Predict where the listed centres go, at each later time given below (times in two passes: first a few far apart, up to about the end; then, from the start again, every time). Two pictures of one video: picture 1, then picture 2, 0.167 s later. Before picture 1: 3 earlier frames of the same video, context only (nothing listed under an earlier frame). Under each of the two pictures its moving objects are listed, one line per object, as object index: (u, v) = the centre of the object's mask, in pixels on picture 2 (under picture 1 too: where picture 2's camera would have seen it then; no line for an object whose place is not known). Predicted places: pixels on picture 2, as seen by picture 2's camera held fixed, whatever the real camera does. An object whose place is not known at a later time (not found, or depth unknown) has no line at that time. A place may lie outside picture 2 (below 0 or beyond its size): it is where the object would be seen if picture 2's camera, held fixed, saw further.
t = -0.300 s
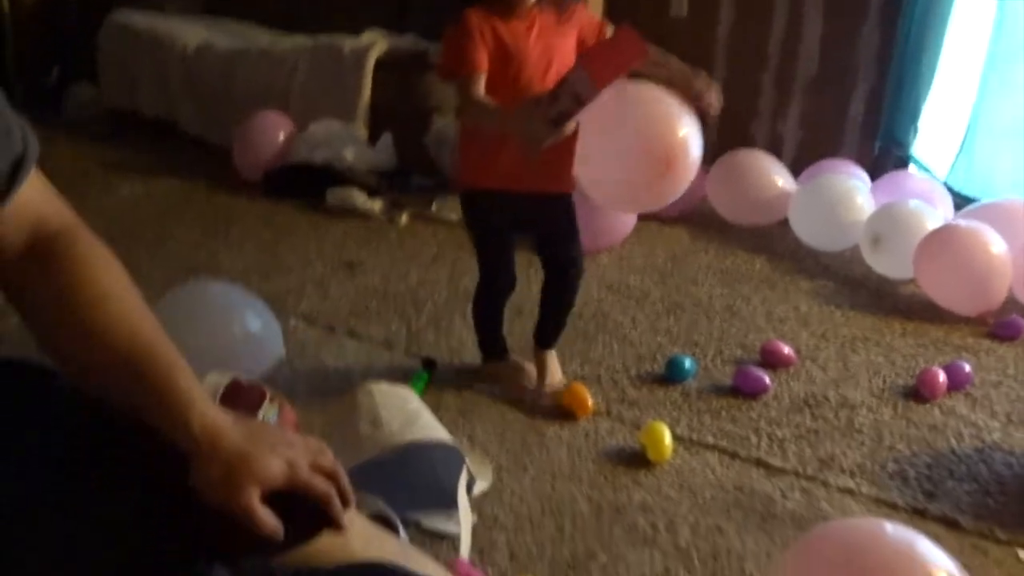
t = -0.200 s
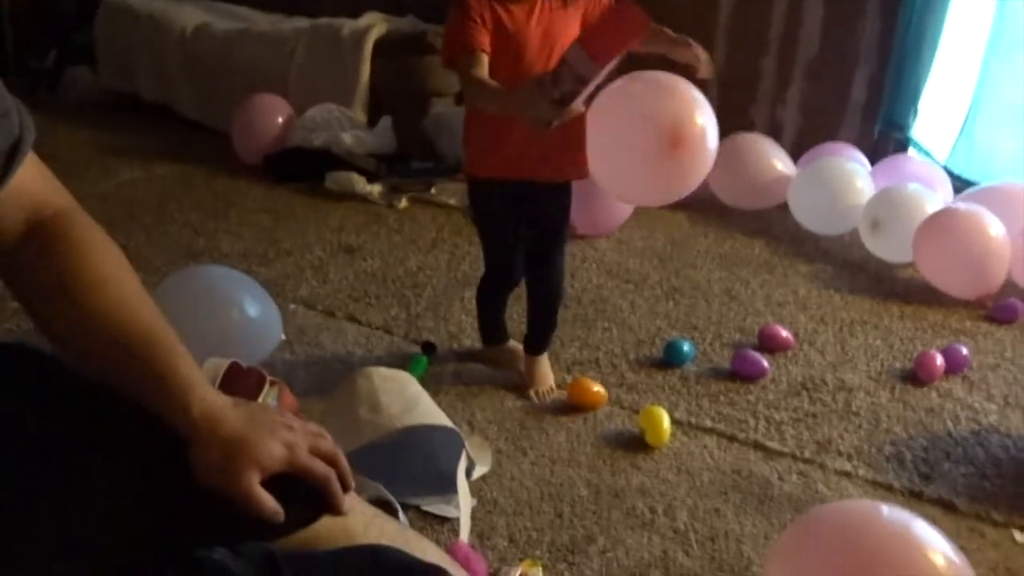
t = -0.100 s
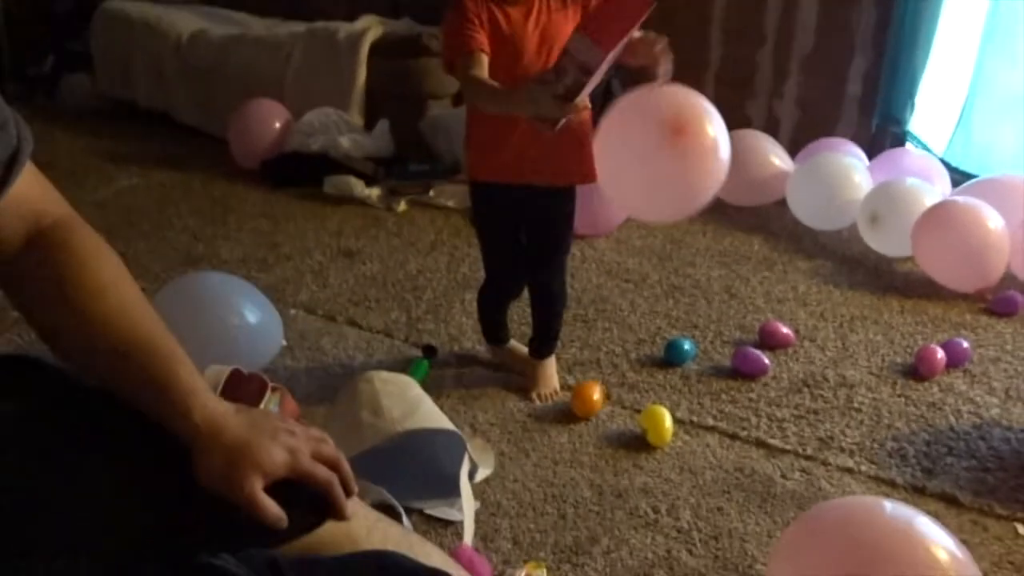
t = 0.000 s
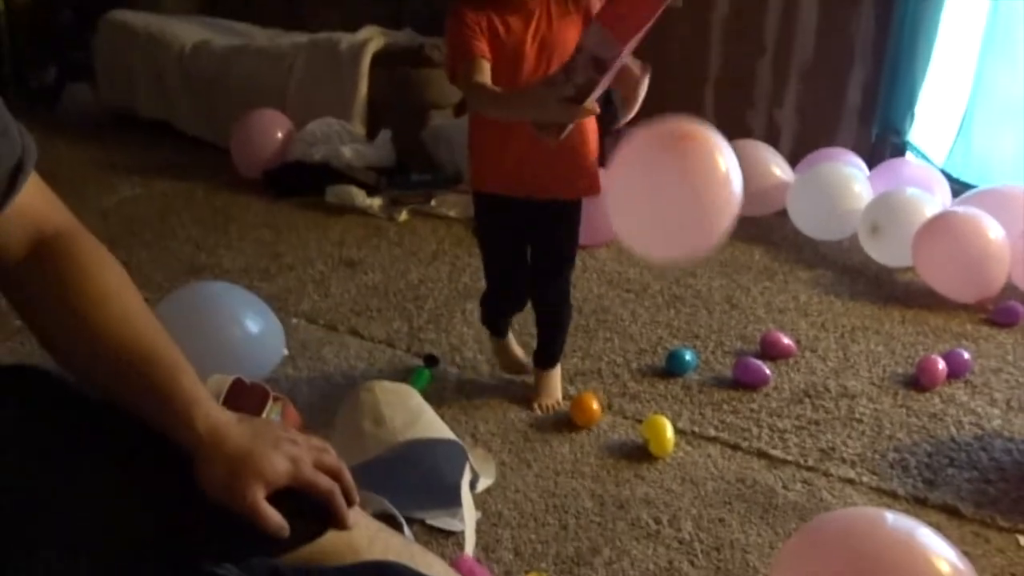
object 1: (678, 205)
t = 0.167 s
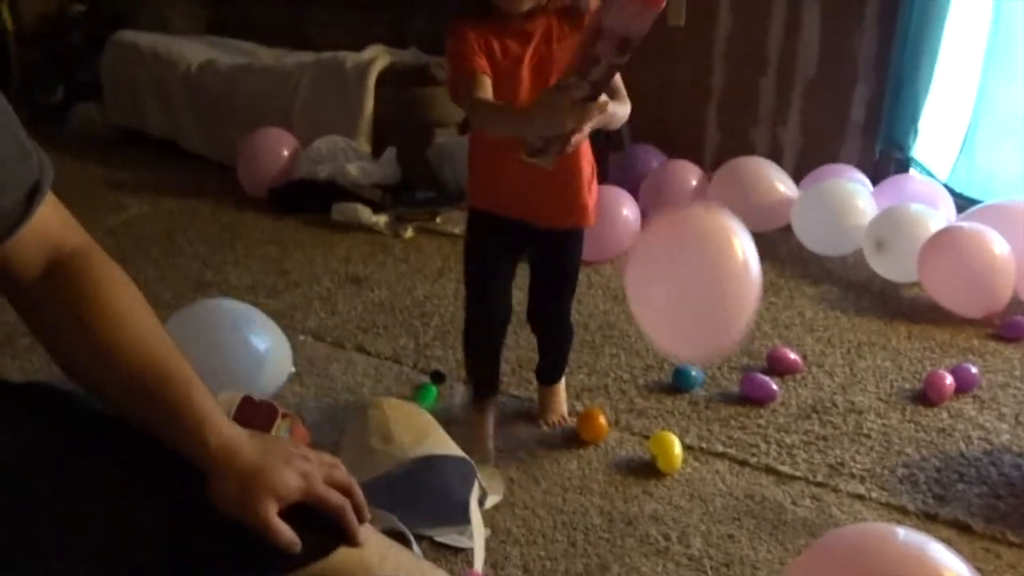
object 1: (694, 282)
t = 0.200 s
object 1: (695, 299)
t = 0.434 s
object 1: (727, 377)
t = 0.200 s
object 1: (695, 299)
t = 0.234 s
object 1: (698, 319)
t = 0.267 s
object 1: (700, 338)
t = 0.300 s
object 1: (701, 360)
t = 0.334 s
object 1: (705, 372)
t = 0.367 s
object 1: (709, 373)
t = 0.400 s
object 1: (719, 375)
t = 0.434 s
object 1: (727, 377)
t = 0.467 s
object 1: (735, 372)
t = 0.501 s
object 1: (742, 368)
